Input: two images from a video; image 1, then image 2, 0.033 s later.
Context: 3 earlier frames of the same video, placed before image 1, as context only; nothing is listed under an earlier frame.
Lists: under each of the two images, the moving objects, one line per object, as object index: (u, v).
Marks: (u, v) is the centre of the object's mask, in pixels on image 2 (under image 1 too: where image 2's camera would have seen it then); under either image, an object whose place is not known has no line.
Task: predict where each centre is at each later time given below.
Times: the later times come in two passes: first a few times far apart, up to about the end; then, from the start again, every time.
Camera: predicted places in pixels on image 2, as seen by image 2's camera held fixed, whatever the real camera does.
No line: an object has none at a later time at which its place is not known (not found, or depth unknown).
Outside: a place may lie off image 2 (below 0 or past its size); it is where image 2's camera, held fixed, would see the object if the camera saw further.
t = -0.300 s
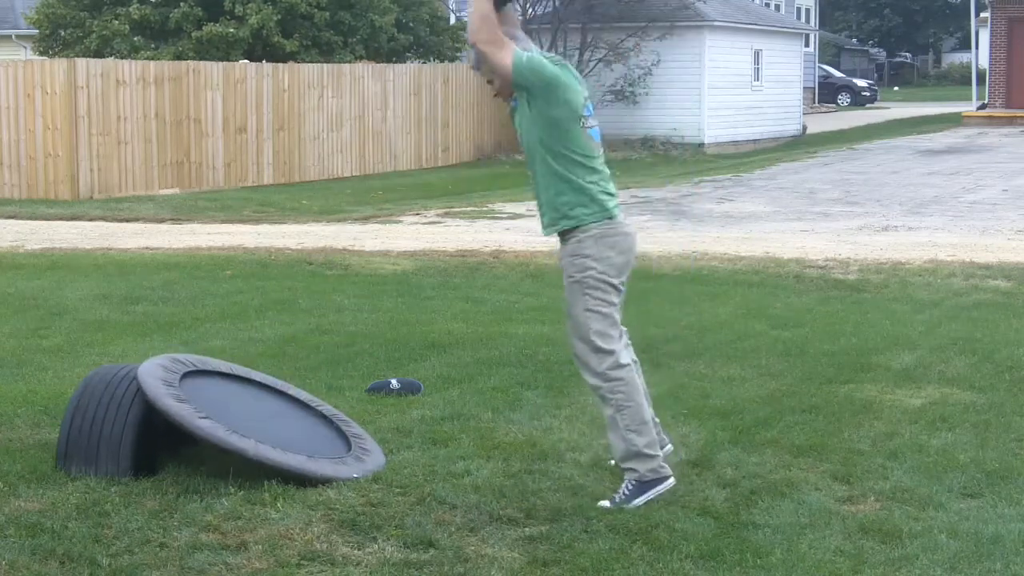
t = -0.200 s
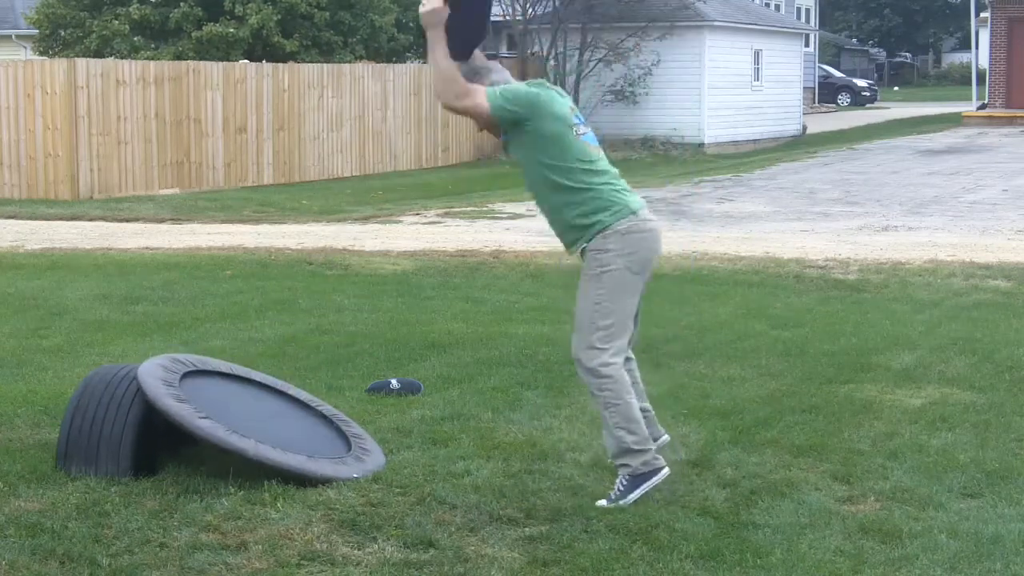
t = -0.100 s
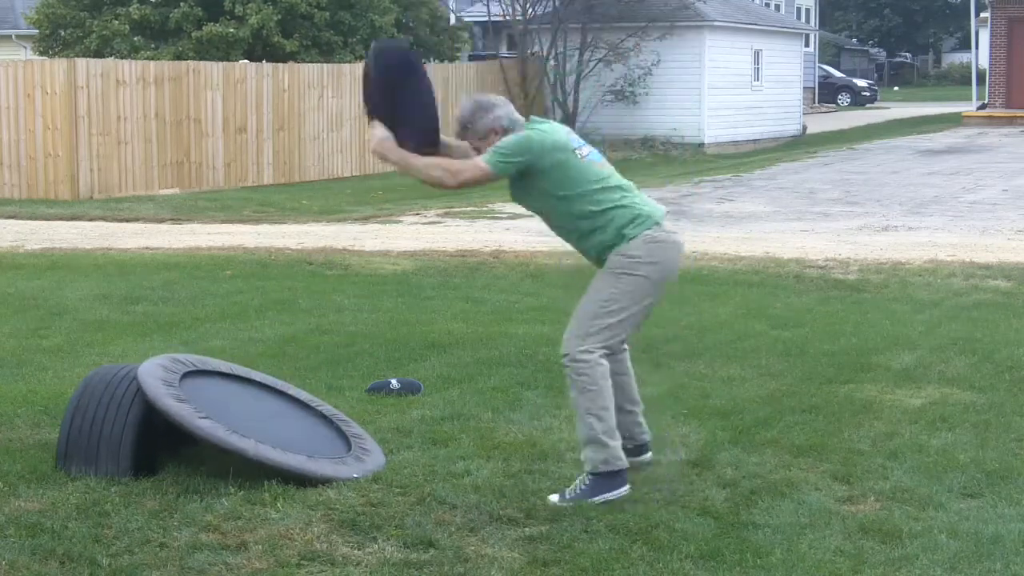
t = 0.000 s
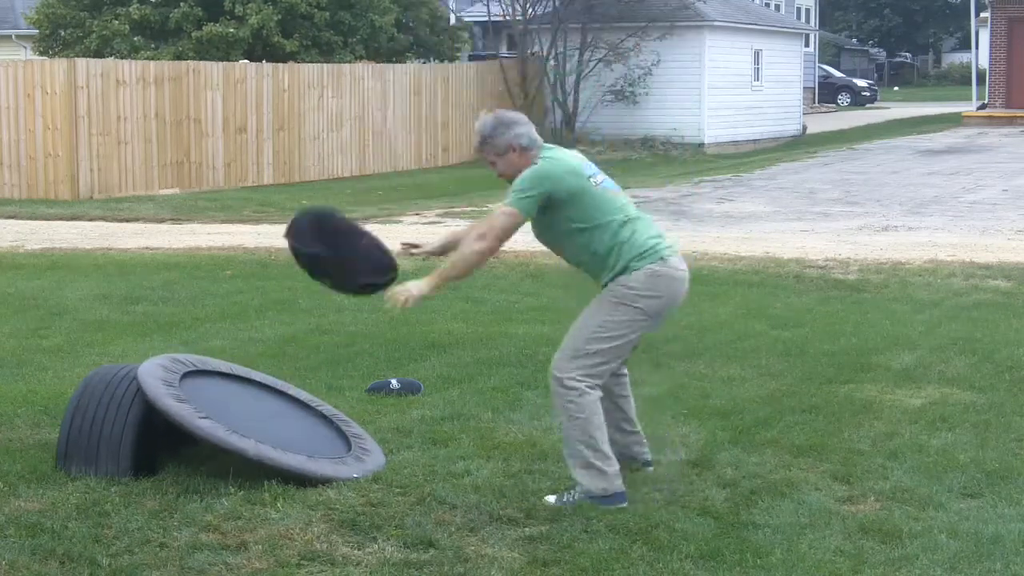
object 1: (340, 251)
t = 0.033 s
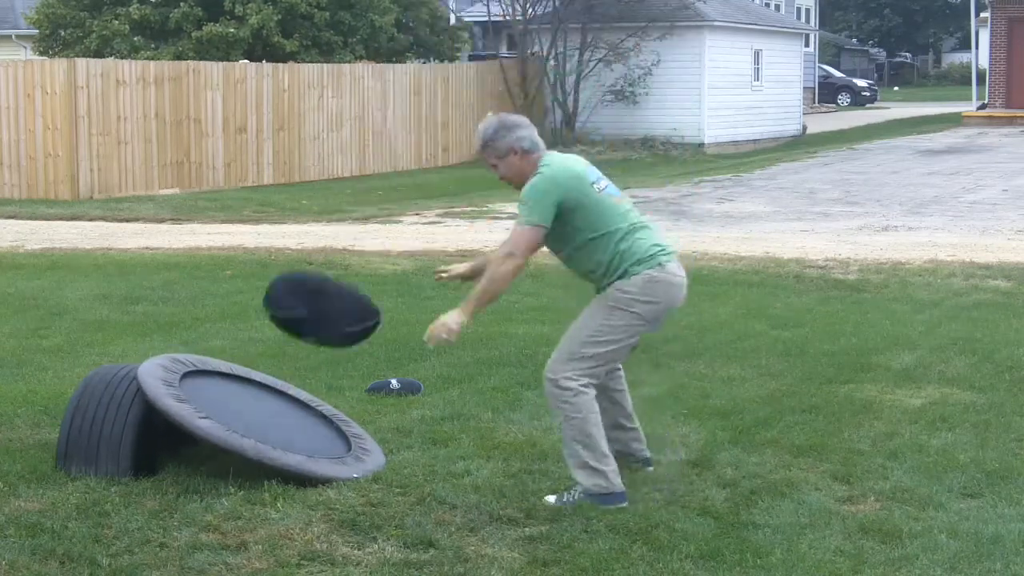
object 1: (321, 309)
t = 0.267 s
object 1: (338, 339)
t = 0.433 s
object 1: (427, 245)
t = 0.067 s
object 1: (301, 368)
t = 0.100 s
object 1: (289, 422)
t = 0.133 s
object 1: (273, 437)
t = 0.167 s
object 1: (284, 424)
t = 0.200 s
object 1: (302, 395)
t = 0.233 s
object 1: (320, 366)
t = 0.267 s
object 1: (338, 339)
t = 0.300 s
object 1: (355, 315)
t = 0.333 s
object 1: (373, 294)
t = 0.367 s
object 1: (391, 275)
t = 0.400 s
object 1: (409, 259)
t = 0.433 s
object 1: (427, 245)
